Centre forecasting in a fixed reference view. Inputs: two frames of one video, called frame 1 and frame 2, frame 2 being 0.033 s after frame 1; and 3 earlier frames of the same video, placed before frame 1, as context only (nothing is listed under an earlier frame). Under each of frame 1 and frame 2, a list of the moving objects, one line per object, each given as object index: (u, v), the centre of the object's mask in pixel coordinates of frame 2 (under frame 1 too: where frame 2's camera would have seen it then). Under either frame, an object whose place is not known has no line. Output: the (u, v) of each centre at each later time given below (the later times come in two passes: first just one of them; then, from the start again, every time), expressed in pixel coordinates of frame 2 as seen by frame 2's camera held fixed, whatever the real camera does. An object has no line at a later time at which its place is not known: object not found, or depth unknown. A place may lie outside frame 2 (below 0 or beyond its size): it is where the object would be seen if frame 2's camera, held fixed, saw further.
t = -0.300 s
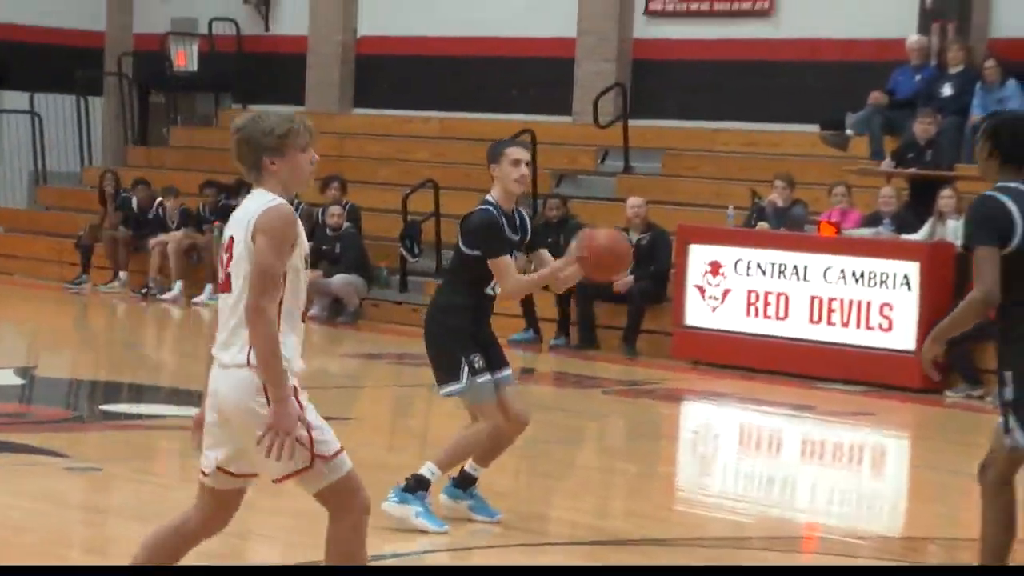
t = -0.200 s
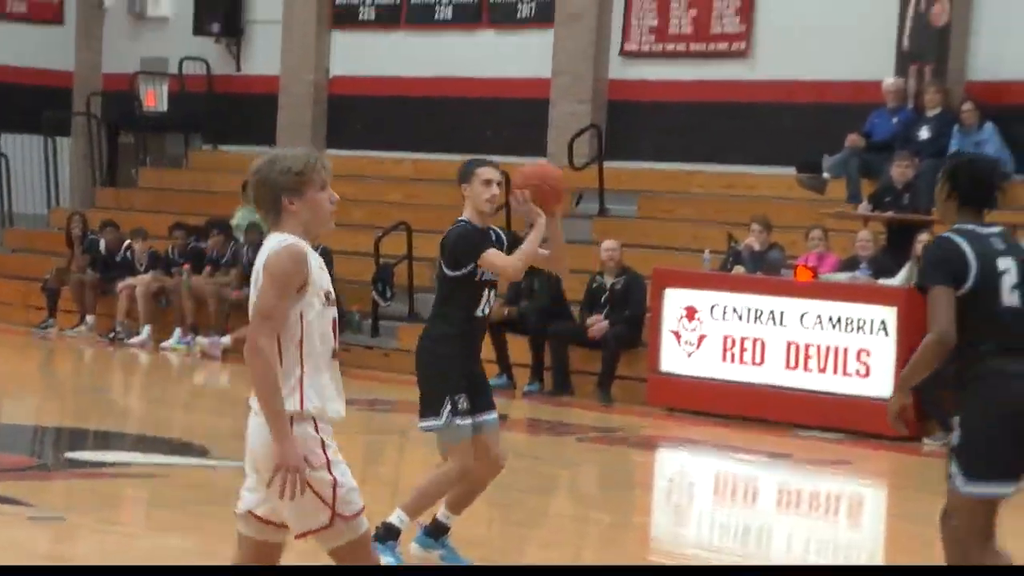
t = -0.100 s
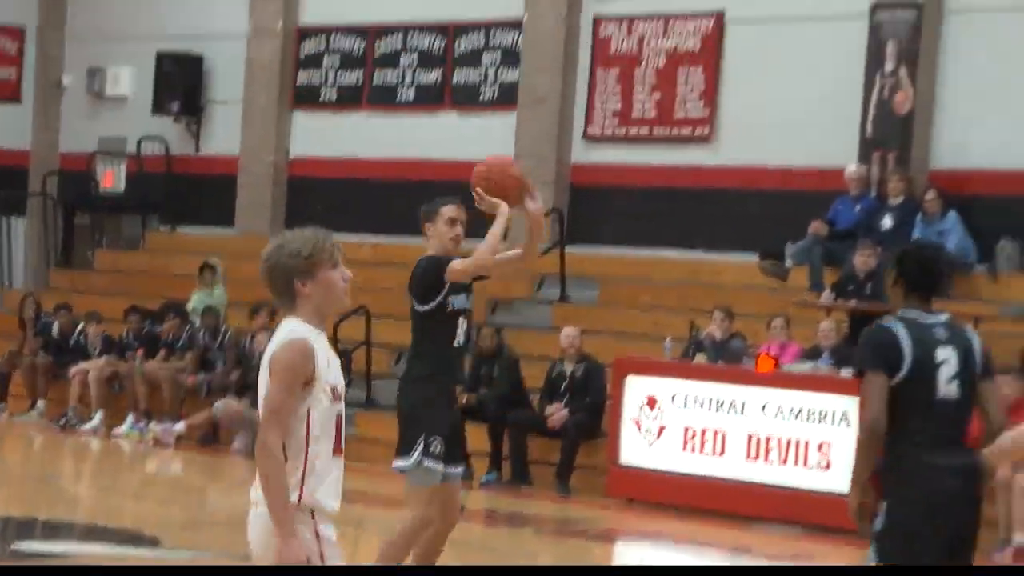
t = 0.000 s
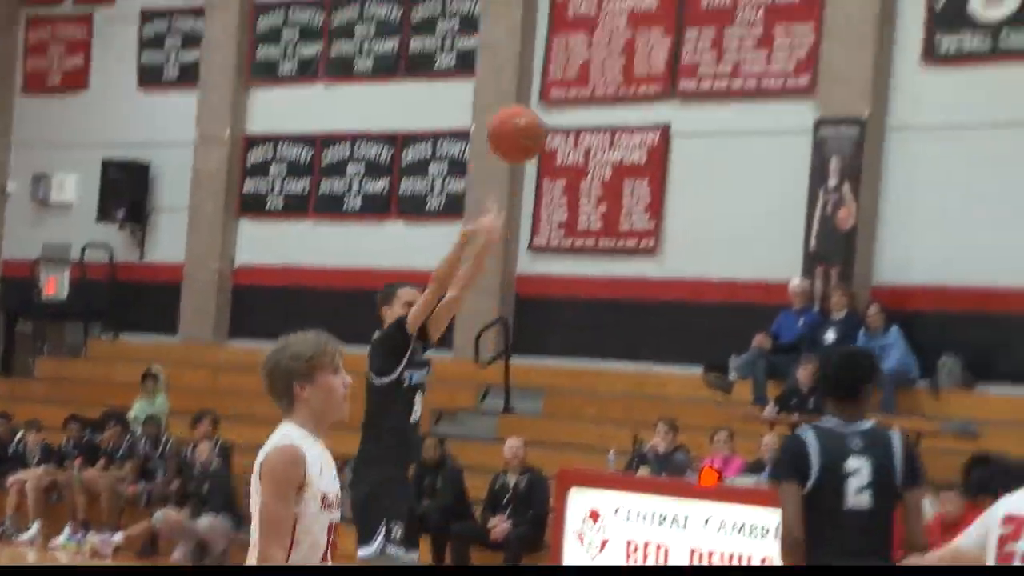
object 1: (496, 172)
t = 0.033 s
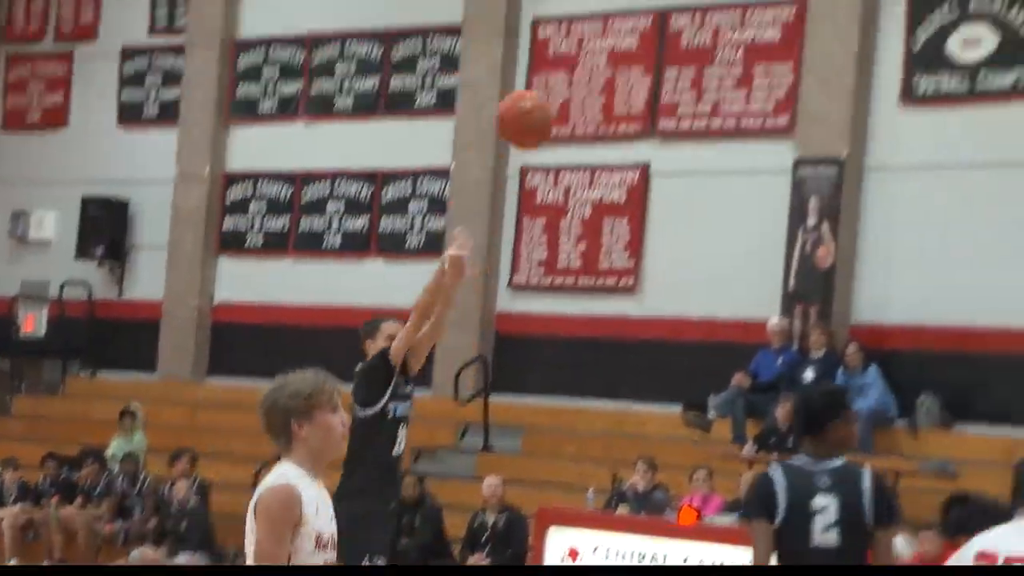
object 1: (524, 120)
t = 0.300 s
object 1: (776, -254)
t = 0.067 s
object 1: (554, 67)
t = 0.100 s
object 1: (584, 17)
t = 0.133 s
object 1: (613, -31)
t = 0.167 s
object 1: (644, -79)
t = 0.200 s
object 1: (676, -125)
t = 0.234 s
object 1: (708, -171)
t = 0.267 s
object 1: (741, -213)
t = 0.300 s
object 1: (776, -254)
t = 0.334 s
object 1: (811, -294)
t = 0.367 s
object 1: (847, -333)
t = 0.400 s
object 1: (885, -369)
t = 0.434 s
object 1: (922, -404)
